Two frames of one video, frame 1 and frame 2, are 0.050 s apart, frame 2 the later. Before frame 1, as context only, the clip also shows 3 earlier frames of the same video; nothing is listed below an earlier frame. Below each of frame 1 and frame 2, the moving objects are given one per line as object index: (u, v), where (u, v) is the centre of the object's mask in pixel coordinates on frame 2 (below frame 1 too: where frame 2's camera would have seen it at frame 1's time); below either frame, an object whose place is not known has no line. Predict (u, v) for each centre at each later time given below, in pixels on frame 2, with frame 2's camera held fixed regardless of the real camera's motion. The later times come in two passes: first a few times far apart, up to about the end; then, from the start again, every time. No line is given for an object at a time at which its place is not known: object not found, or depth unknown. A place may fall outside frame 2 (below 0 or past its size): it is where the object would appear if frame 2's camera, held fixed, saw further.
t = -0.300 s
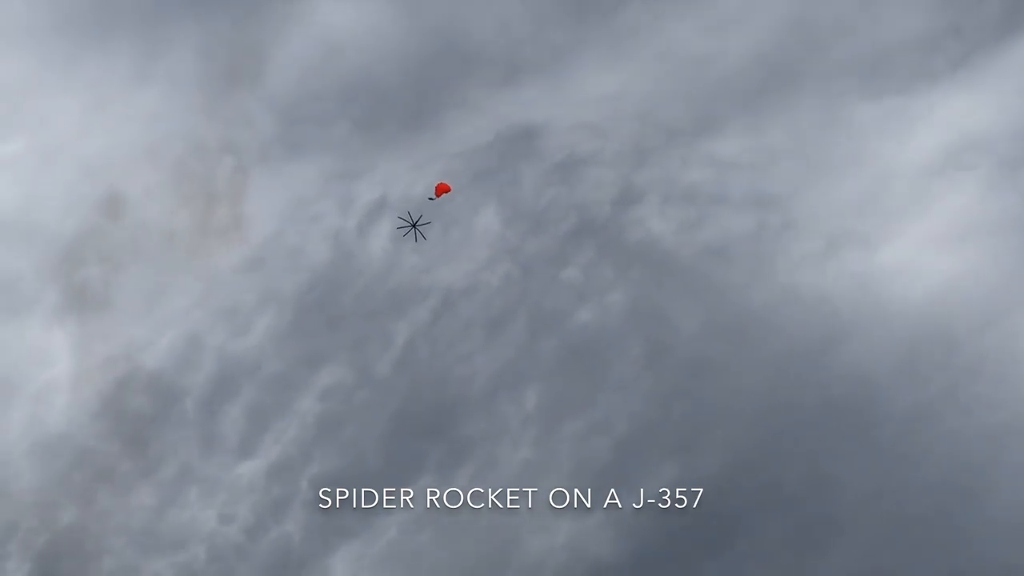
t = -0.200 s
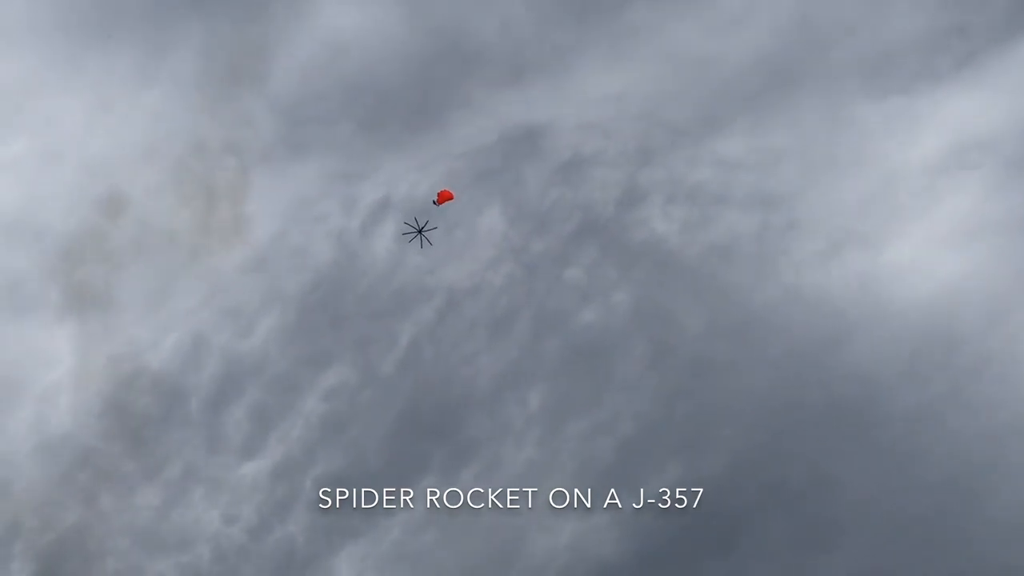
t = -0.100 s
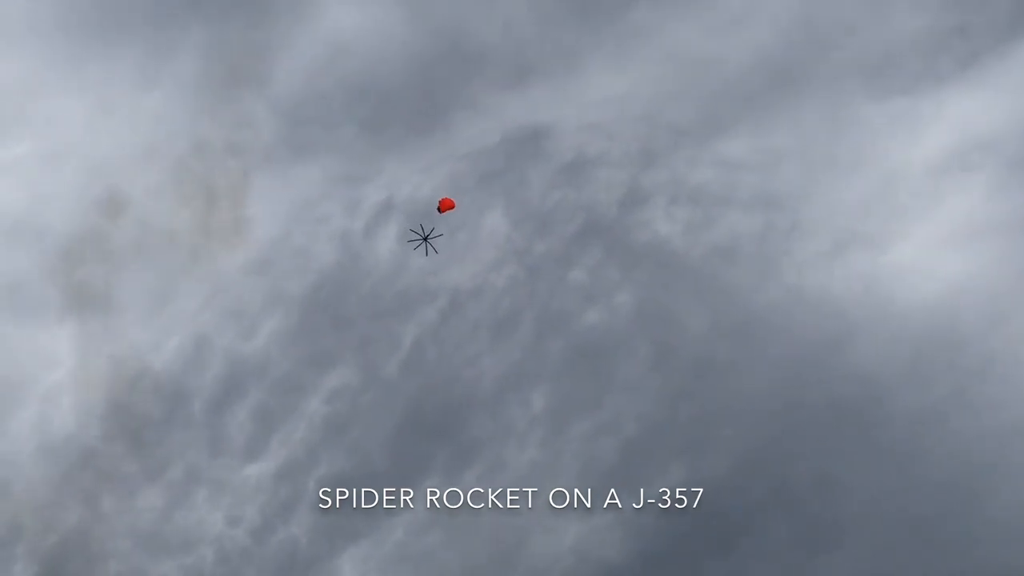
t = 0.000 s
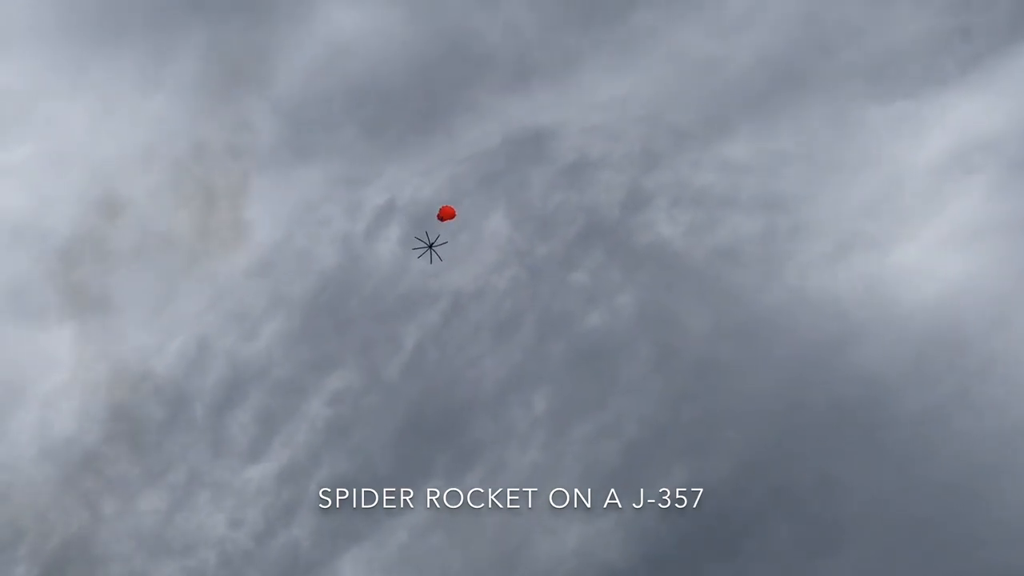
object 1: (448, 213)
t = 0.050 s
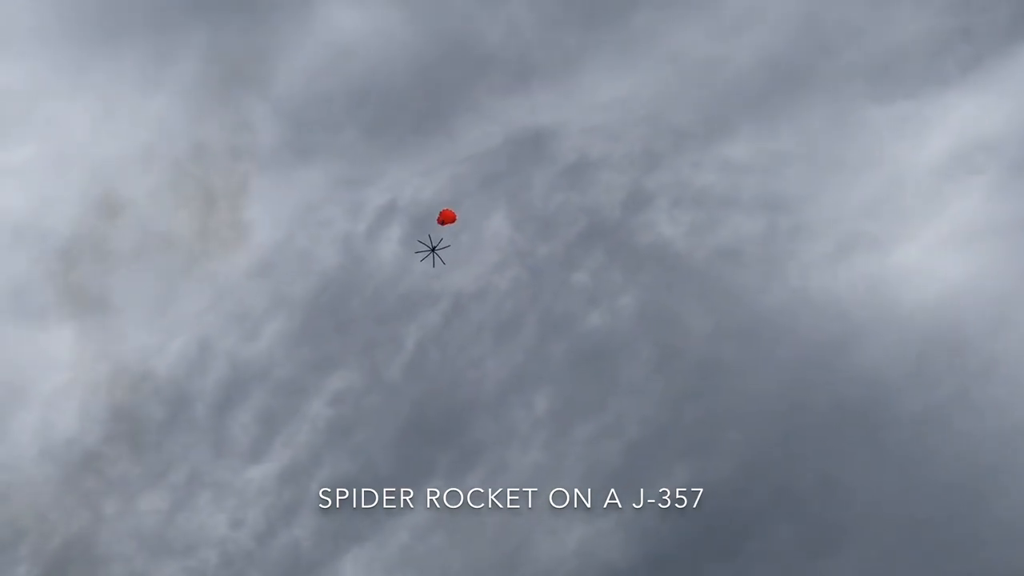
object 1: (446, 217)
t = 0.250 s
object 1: (441, 232)
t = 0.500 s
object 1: (434, 253)
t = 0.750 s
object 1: (425, 275)
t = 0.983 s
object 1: (417, 293)
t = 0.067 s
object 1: (446, 218)
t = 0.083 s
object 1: (446, 219)
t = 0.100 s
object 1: (445, 220)
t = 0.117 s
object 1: (445, 222)
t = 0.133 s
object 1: (444, 223)
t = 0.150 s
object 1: (444, 225)
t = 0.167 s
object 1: (444, 226)
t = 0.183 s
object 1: (443, 226)
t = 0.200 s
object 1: (443, 227)
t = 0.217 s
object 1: (442, 229)
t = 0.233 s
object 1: (441, 231)
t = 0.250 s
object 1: (441, 232)
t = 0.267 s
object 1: (441, 233)
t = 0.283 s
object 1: (440, 235)
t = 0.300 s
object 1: (440, 236)
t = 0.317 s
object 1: (439, 238)
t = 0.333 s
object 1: (438, 239)
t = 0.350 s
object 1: (438, 241)
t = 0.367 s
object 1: (437, 242)
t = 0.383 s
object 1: (437, 243)
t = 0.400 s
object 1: (437, 244)
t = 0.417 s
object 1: (437, 246)
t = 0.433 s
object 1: (436, 247)
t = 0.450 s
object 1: (436, 249)
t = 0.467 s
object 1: (435, 250)
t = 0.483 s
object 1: (434, 251)
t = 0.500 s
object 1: (434, 253)
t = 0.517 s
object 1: (433, 254)
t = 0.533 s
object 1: (433, 255)
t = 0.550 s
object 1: (432, 259)
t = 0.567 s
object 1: (432, 260)
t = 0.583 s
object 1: (431, 261)
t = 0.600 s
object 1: (430, 262)
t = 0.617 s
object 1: (430, 263)
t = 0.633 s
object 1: (429, 264)
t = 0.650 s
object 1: (429, 266)
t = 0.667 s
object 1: (428, 268)
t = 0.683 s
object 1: (428, 269)
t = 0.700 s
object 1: (427, 270)
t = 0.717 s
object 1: (426, 272)
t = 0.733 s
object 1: (426, 273)
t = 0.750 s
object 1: (425, 275)
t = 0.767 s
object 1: (425, 275)
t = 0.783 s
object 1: (425, 276)
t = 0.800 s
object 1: (424, 279)
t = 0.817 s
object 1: (424, 279)
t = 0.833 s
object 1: (423, 281)
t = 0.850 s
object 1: (422, 283)
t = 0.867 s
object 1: (422, 284)
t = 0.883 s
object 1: (421, 285)
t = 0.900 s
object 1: (420, 288)
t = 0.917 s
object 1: (420, 288)
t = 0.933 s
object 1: (419, 290)
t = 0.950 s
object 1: (418, 291)
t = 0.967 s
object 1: (418, 292)
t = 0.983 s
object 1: (417, 293)
